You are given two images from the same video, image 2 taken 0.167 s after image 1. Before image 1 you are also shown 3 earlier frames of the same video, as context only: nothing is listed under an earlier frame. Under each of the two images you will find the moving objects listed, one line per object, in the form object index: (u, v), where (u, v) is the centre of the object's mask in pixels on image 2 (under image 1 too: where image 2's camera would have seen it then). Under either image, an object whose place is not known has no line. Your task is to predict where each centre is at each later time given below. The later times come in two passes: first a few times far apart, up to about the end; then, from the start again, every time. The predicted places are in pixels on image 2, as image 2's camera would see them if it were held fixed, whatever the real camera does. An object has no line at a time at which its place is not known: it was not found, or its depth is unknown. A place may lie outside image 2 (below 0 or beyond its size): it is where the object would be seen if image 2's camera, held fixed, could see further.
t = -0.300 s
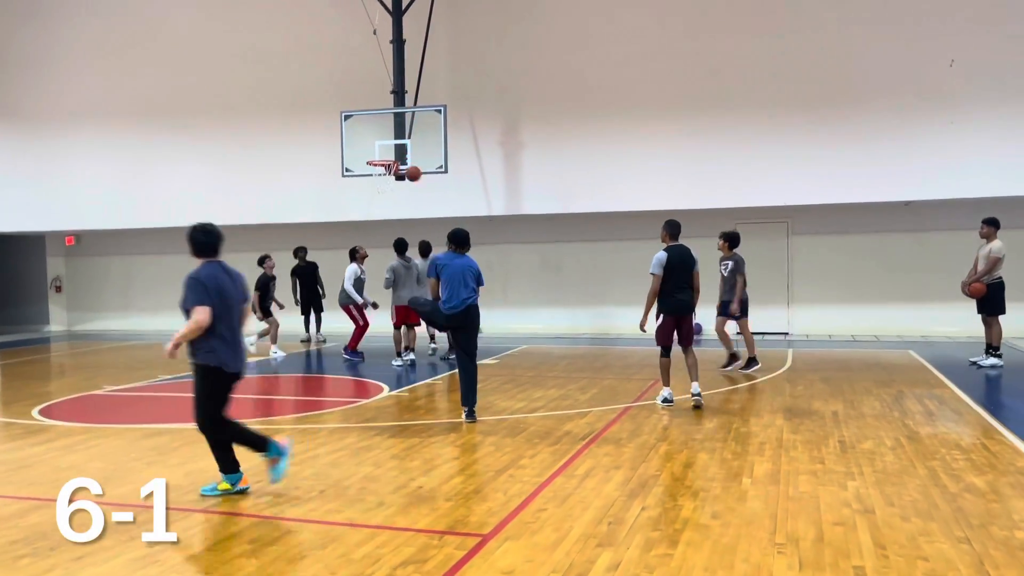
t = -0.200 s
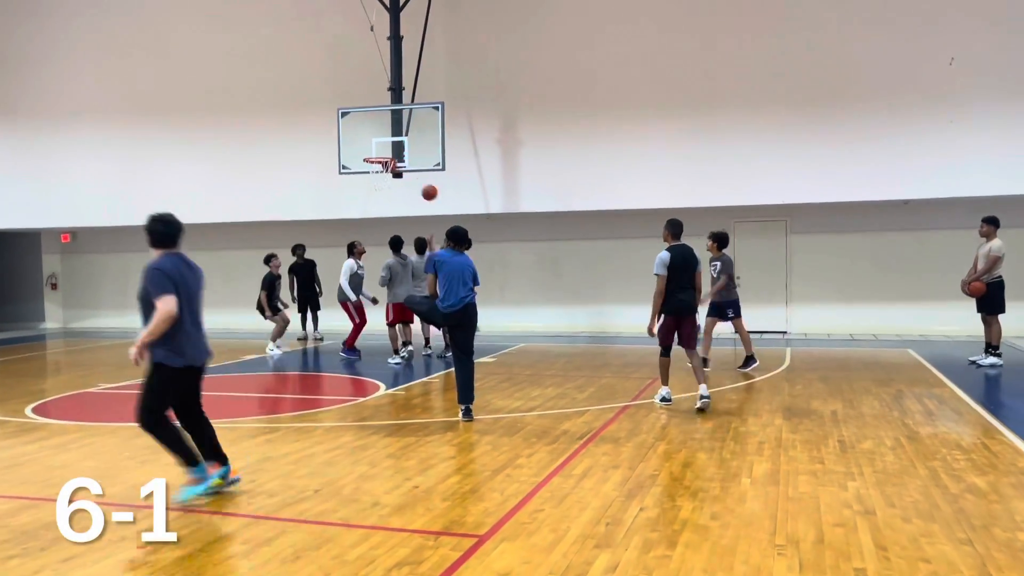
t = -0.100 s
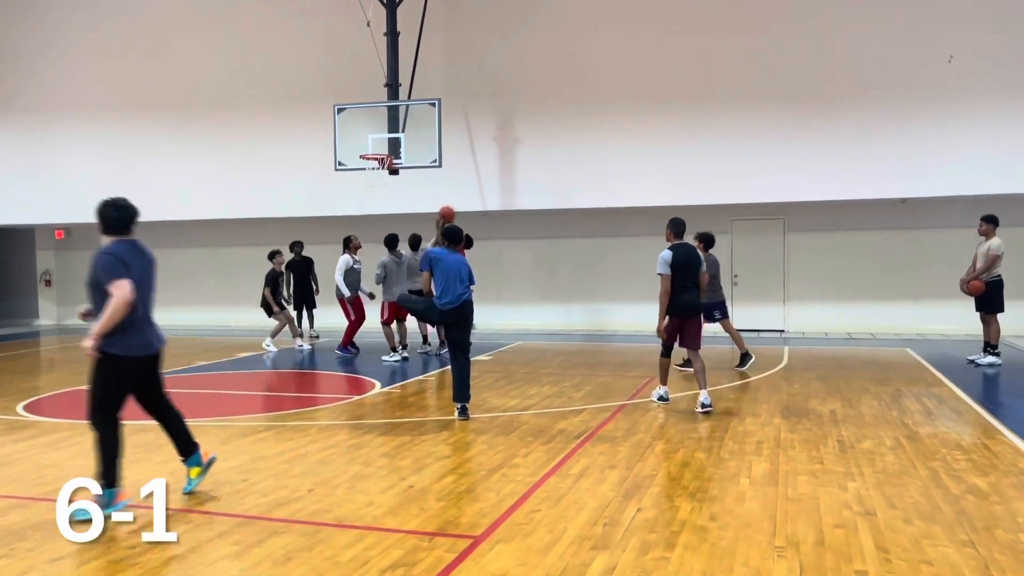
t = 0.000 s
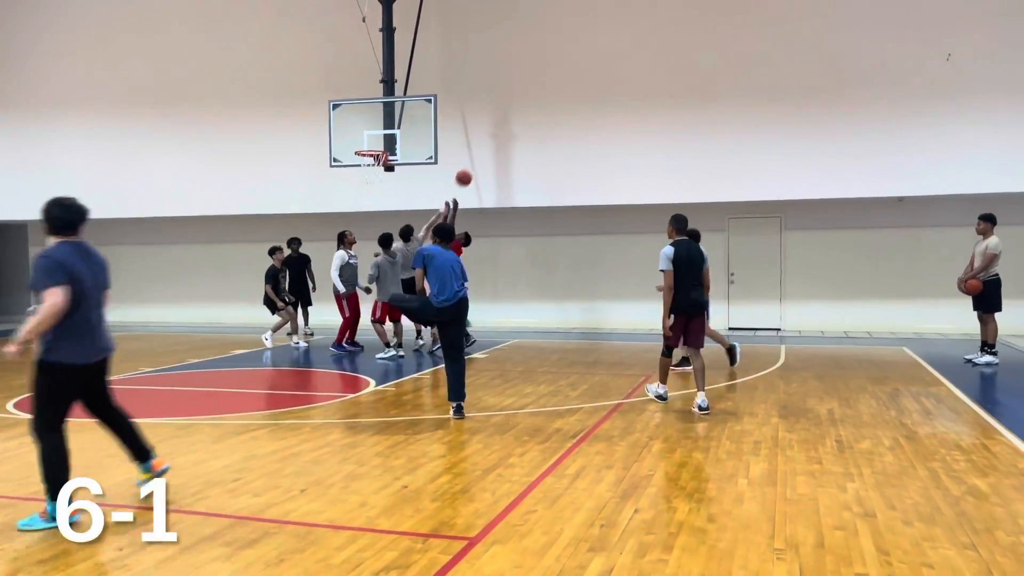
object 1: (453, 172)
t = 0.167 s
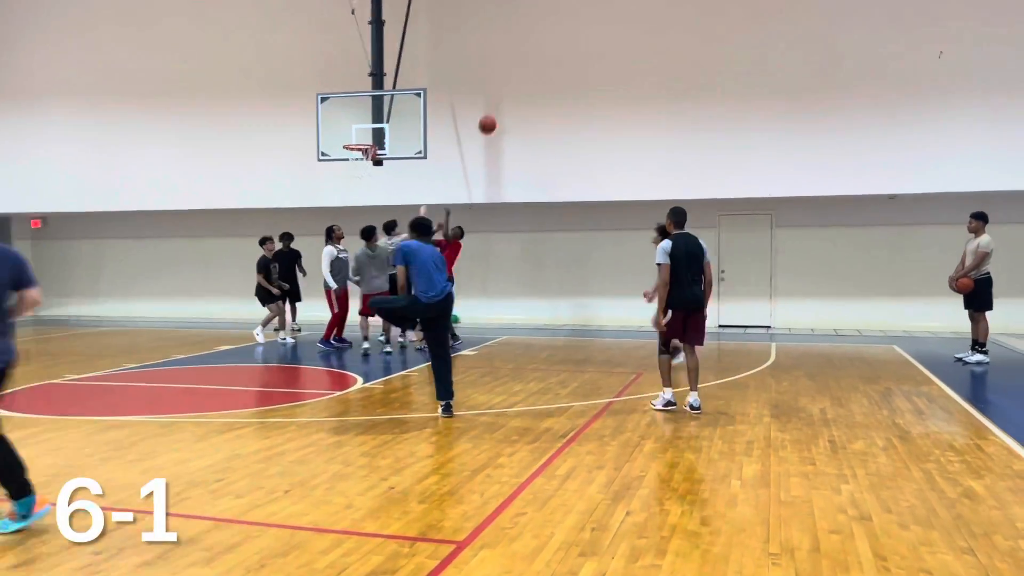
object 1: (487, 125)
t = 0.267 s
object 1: (509, 104)
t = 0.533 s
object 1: (568, 84)
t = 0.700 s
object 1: (607, 99)
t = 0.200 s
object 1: (494, 117)
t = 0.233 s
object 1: (501, 110)
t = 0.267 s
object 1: (509, 104)
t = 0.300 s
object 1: (516, 98)
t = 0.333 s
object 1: (523, 94)
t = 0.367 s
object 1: (530, 90)
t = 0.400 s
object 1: (538, 87)
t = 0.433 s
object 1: (545, 85)
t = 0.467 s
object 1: (553, 84)
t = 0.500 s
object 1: (561, 83)
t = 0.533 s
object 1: (568, 84)
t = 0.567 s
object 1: (576, 85)
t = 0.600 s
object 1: (584, 87)
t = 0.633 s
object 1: (592, 90)
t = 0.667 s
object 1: (599, 94)
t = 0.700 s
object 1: (607, 99)
